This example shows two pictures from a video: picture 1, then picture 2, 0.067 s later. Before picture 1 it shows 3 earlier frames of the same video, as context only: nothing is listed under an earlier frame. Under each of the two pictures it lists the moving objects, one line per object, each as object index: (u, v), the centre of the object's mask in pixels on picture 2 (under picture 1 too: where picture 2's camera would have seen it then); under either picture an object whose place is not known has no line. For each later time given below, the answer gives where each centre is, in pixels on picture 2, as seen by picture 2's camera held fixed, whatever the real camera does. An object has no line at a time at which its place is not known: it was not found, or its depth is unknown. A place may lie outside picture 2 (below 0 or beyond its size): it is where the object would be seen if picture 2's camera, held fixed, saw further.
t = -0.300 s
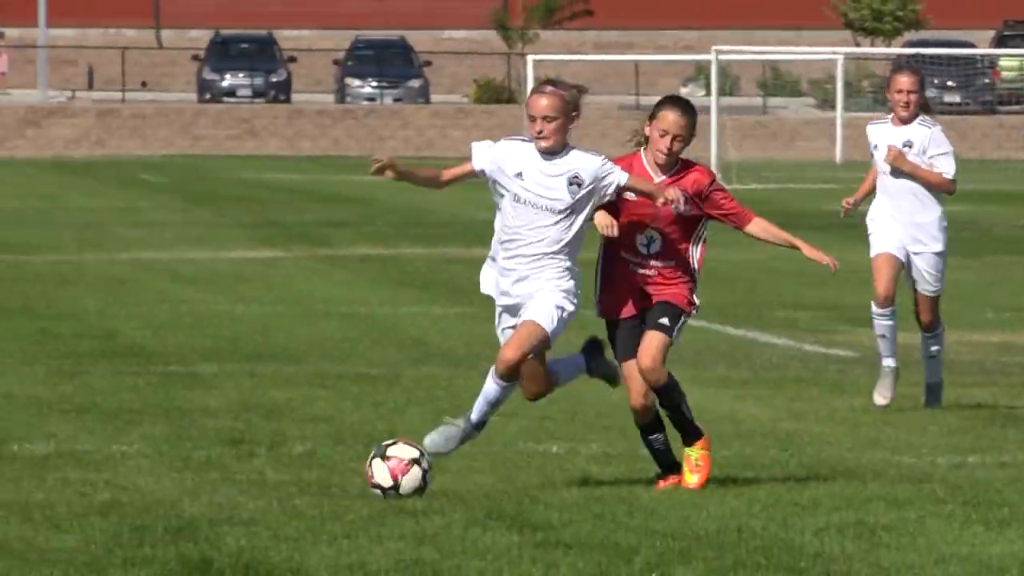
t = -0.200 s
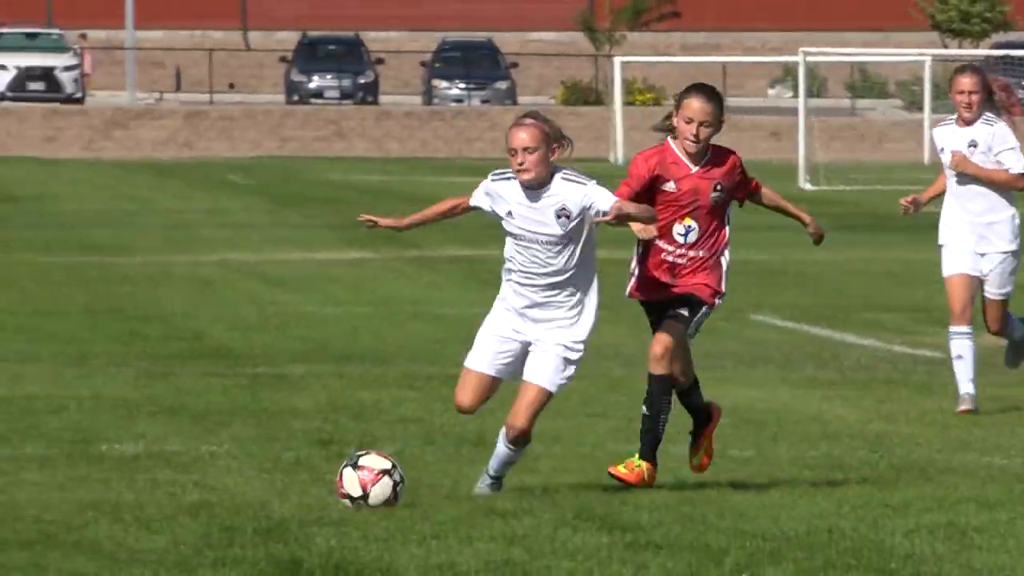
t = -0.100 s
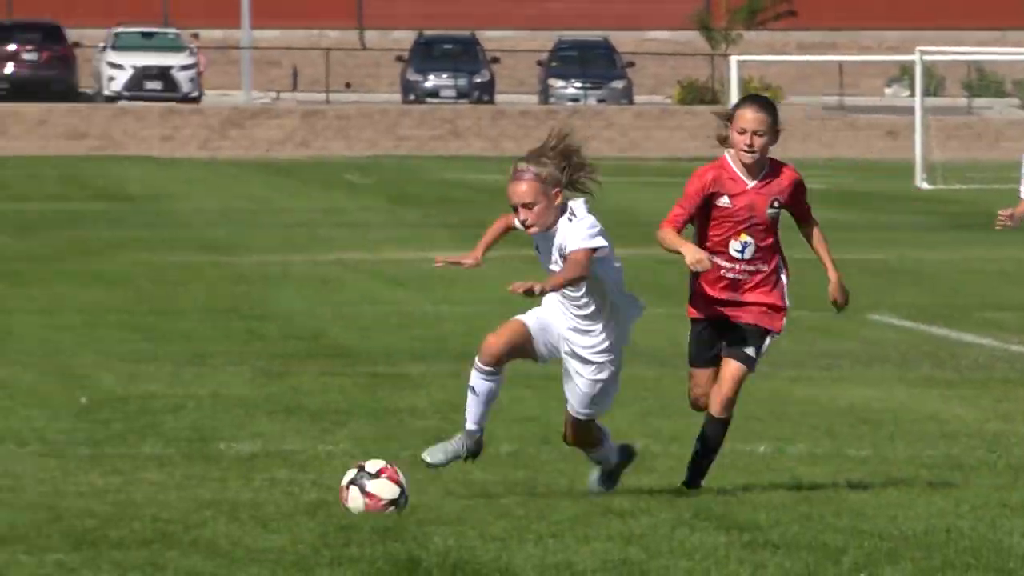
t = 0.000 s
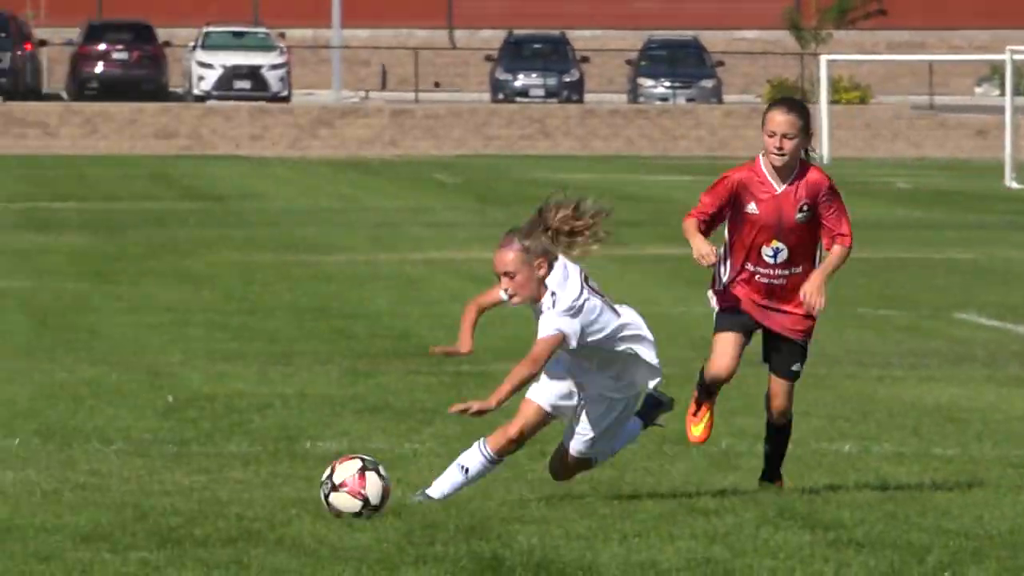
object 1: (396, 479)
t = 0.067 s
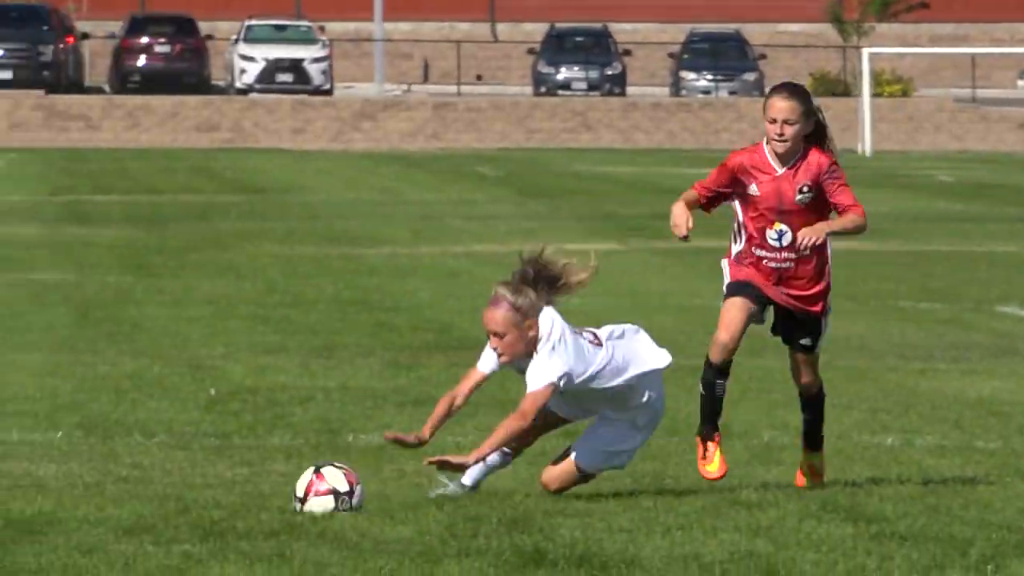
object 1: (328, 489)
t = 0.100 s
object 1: (295, 492)
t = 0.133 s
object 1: (263, 491)
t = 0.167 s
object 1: (232, 491)
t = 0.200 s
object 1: (201, 492)
